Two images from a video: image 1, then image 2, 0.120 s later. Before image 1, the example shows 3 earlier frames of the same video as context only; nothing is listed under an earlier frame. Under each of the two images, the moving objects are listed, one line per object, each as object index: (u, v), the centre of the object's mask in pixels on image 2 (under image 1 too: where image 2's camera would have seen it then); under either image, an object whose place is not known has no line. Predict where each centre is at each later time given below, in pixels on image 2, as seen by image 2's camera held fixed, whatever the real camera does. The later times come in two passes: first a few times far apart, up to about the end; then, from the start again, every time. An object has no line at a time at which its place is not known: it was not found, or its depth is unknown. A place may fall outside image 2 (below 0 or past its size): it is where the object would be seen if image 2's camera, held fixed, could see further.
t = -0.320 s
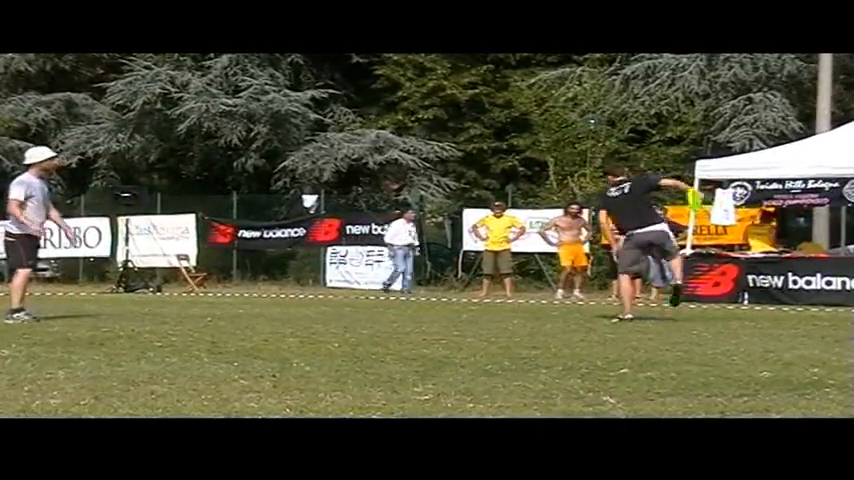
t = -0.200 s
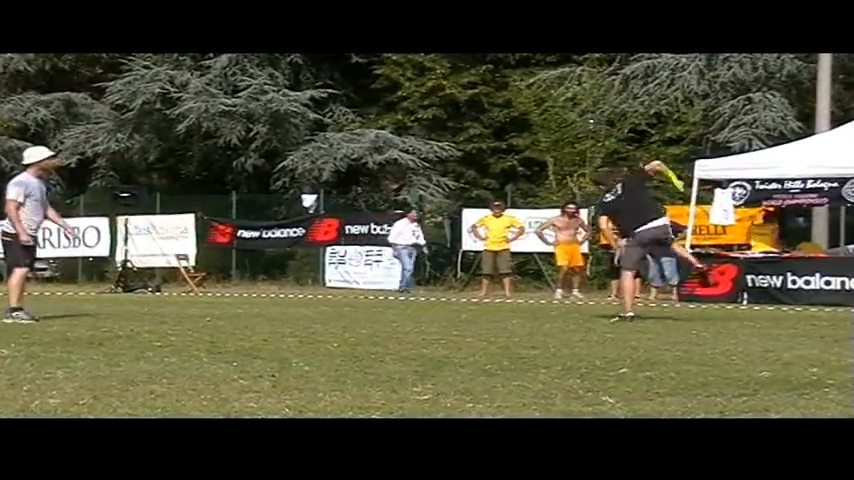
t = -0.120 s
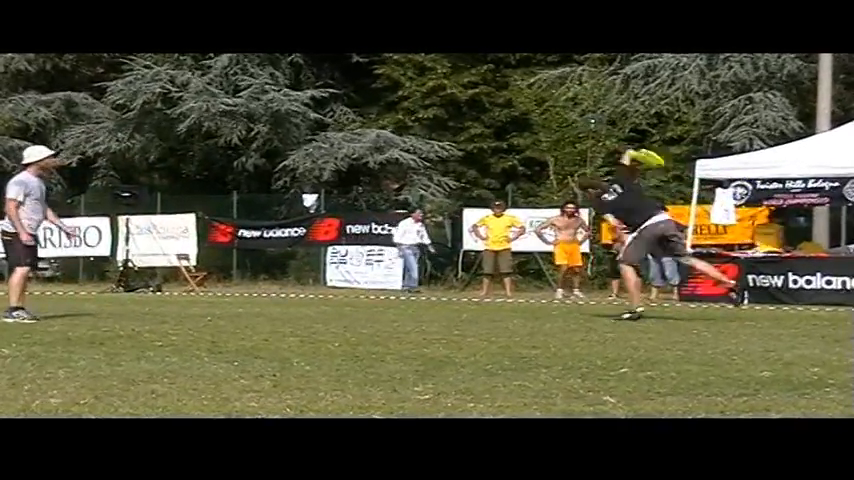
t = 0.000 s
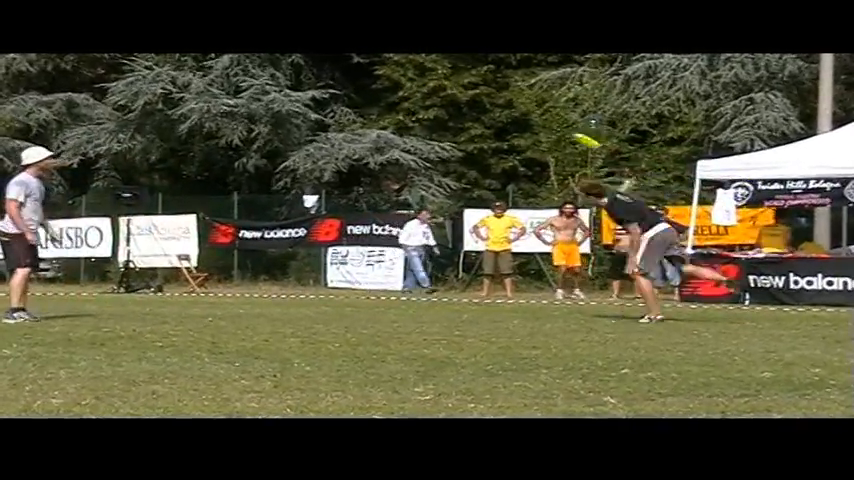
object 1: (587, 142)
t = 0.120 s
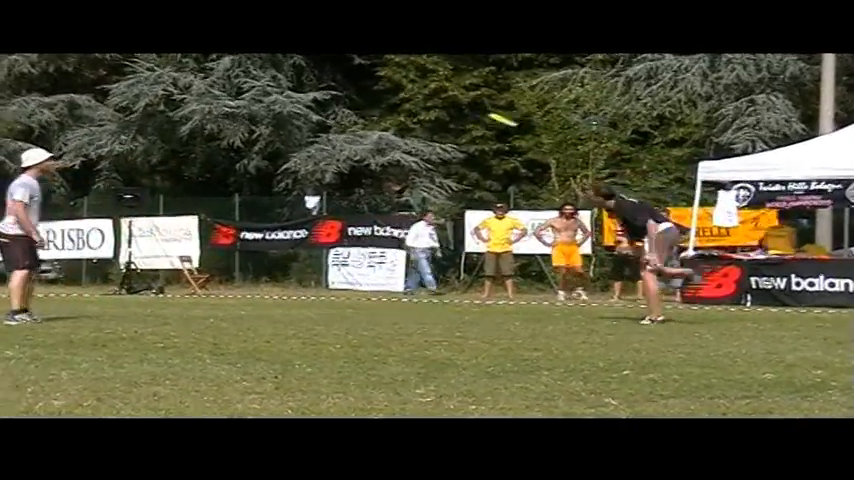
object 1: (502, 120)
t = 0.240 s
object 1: (420, 103)
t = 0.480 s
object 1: (291, 94)
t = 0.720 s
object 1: (178, 111)
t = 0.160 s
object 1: (476, 113)
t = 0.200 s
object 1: (451, 107)
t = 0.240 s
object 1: (420, 103)
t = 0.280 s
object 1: (397, 99)
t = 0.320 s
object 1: (375, 97)
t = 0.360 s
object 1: (353, 94)
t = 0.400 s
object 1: (332, 93)
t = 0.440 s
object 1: (311, 93)
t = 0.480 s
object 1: (291, 94)
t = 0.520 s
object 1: (270, 94)
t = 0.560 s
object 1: (252, 96)
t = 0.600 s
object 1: (232, 98)
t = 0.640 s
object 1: (214, 102)
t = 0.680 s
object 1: (197, 107)
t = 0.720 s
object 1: (178, 111)
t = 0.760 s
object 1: (163, 116)
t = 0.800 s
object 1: (145, 122)
